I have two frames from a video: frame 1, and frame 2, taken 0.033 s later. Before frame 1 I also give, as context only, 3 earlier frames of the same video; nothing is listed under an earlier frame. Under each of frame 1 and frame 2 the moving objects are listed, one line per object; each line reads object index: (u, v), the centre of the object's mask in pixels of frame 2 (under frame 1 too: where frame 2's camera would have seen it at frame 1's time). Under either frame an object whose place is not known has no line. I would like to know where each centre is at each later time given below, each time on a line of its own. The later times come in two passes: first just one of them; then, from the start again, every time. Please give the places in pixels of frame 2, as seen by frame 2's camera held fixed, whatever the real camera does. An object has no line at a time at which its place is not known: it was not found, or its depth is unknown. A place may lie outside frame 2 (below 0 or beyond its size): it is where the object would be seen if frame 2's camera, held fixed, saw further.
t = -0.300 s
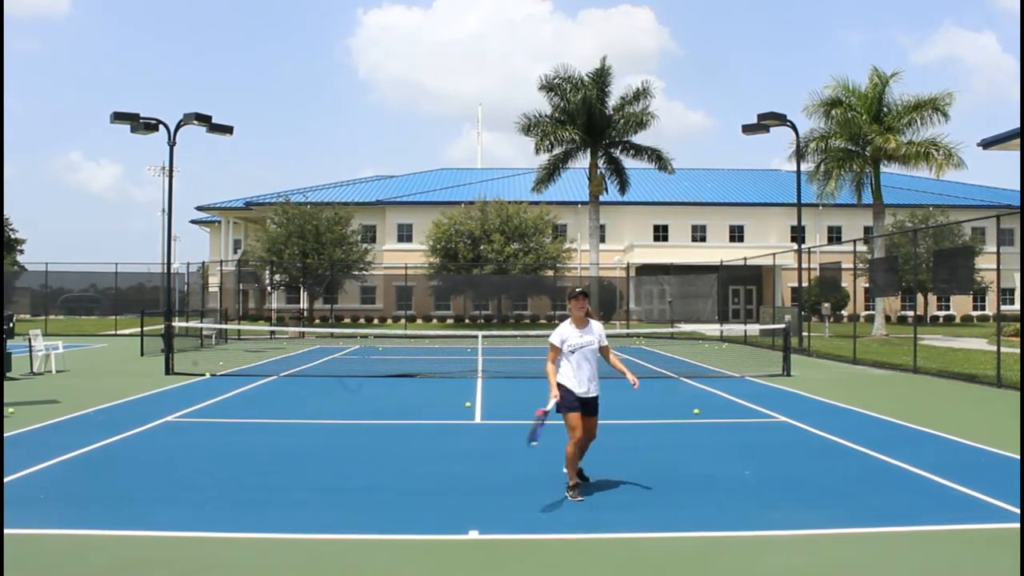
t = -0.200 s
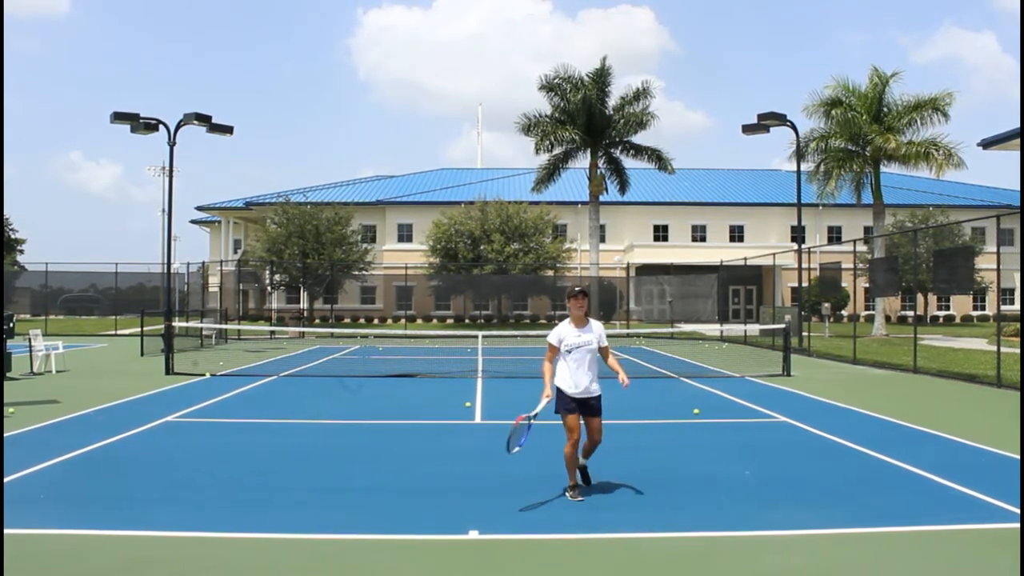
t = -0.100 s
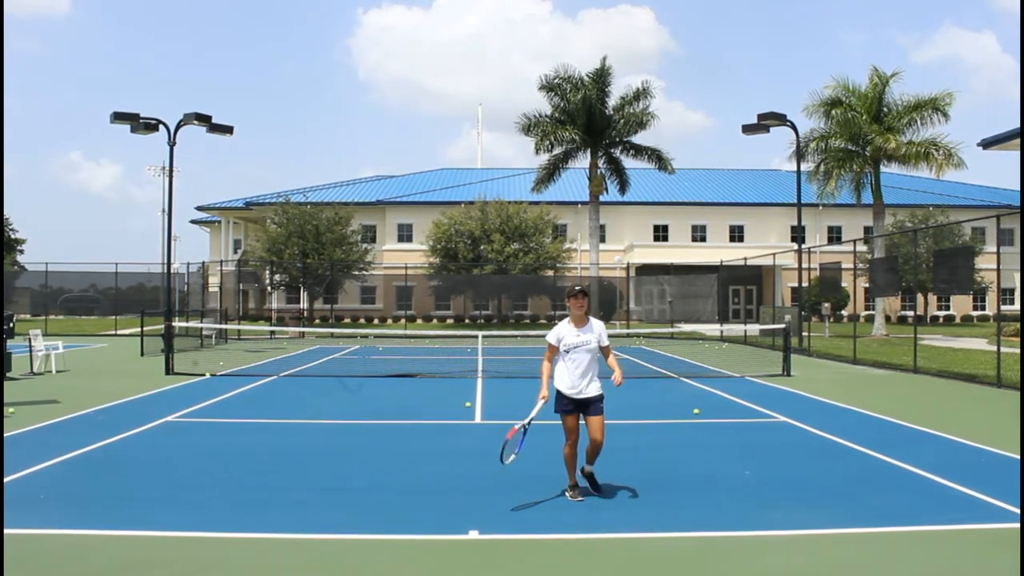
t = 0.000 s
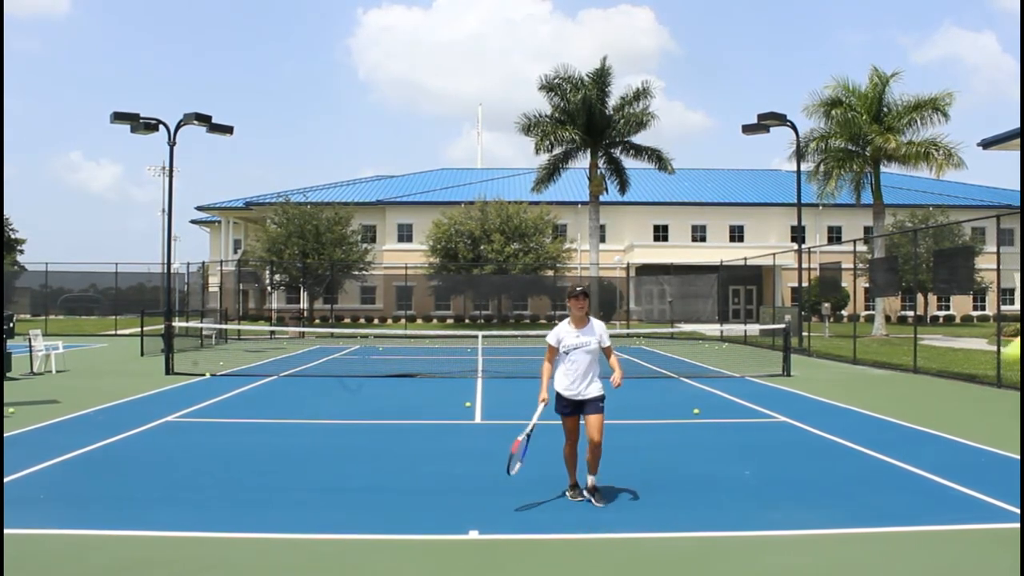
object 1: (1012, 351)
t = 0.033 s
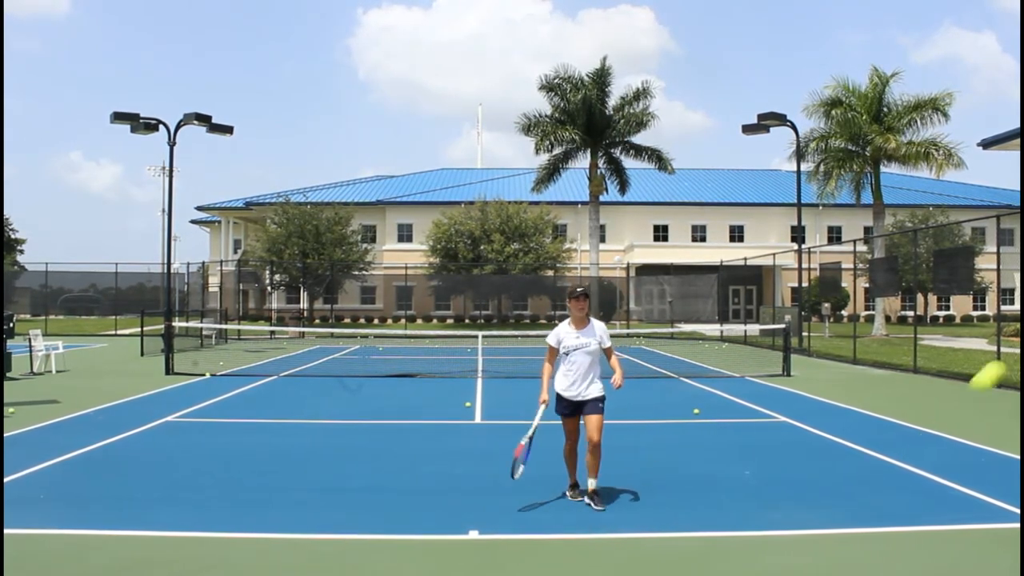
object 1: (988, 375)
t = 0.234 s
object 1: (842, 561)
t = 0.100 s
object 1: (930, 437)
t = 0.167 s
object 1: (883, 498)
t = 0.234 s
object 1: (842, 561)
